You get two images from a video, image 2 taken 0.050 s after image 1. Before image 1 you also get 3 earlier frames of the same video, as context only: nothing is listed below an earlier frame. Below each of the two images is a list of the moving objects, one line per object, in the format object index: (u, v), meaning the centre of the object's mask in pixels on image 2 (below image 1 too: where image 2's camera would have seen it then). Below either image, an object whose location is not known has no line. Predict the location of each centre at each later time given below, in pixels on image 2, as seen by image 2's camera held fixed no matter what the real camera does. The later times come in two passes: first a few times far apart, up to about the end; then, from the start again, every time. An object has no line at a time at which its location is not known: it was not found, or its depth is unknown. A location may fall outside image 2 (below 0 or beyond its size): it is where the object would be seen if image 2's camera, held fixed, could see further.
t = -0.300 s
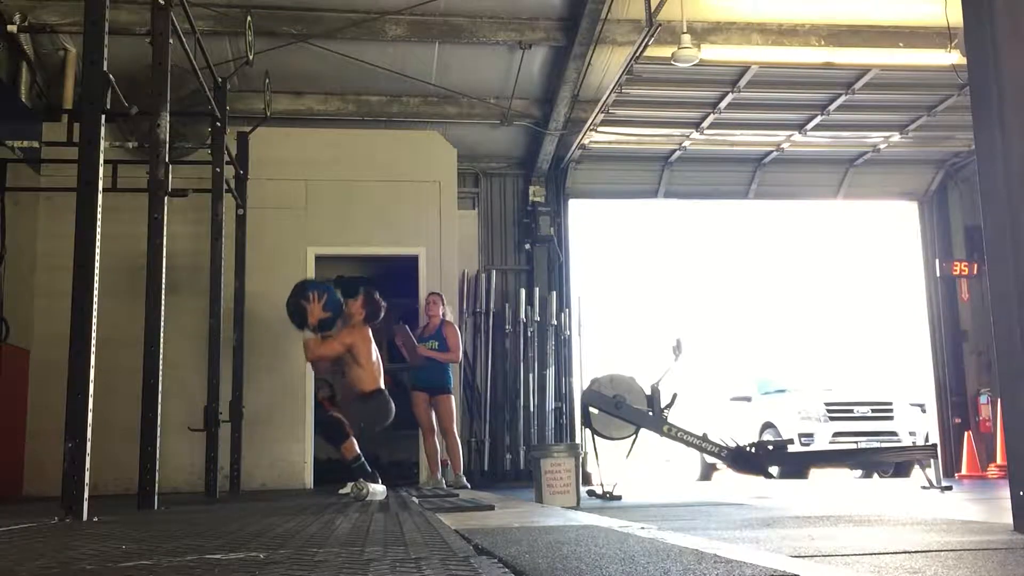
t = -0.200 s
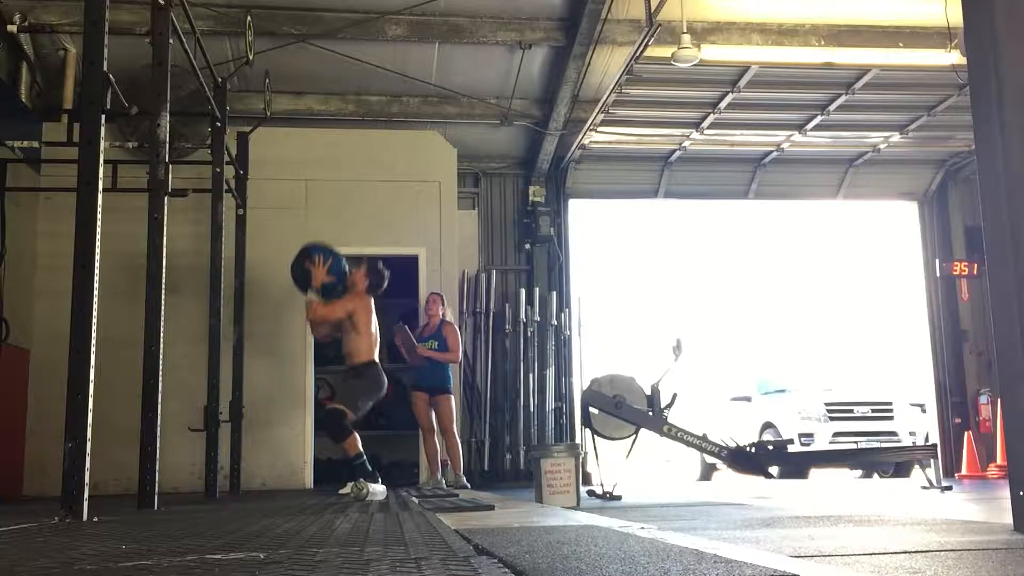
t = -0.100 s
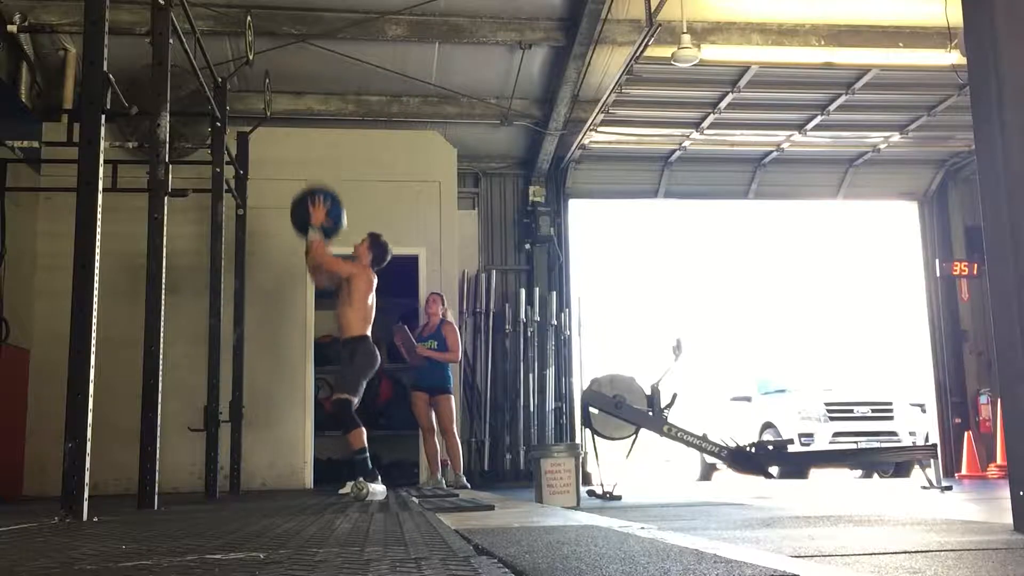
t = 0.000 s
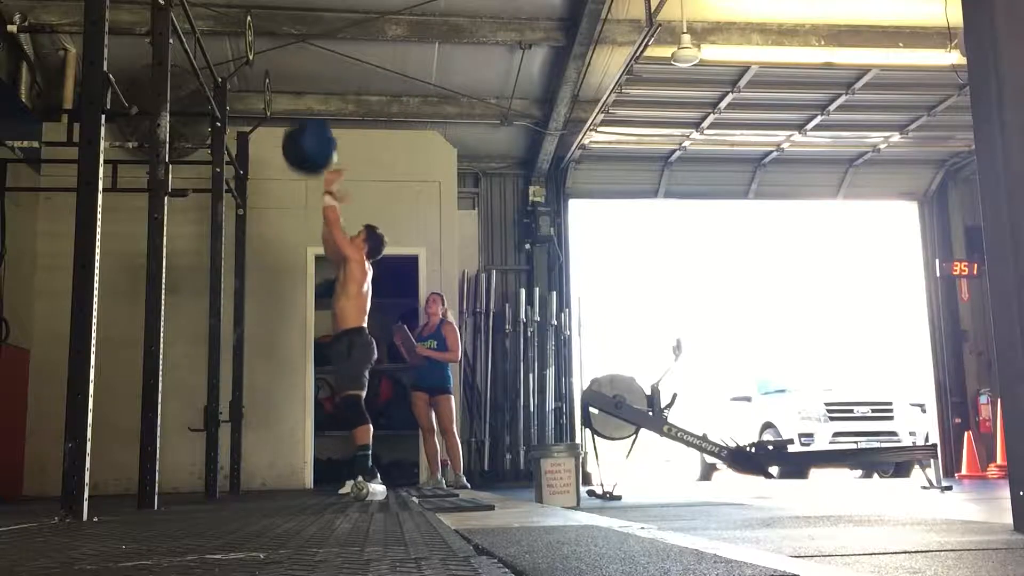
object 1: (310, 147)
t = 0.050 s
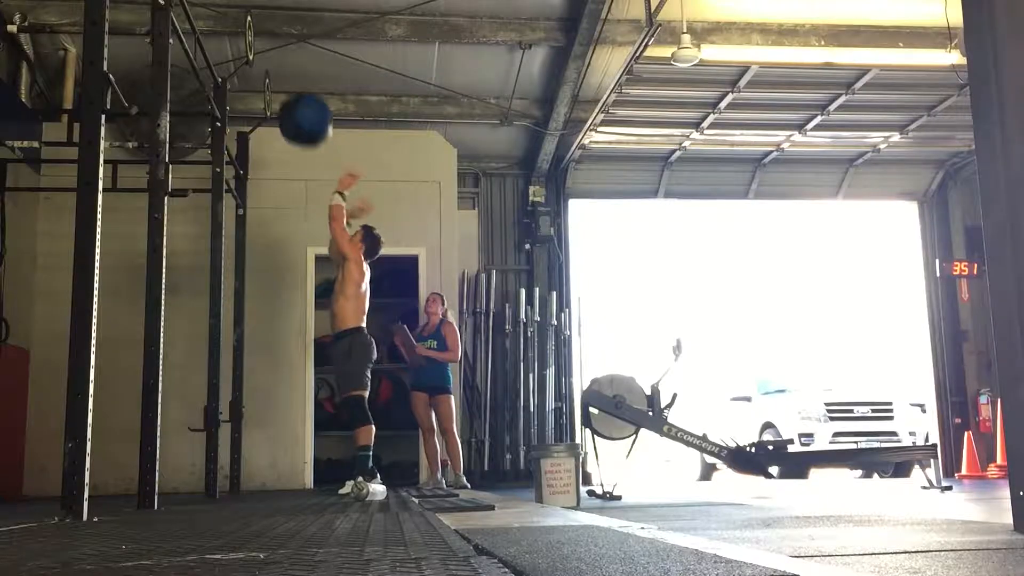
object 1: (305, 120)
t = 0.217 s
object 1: (290, 52)
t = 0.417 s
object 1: (275, 25)
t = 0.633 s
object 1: (284, 52)
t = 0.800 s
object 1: (294, 117)
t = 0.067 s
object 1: (304, 111)
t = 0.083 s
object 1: (302, 103)
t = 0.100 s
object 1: (300, 94)
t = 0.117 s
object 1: (299, 87)
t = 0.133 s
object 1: (298, 81)
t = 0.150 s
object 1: (296, 74)
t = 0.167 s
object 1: (295, 68)
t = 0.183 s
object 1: (293, 62)
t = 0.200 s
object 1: (292, 57)
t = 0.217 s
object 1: (290, 52)
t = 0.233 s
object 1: (289, 47)
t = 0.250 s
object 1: (288, 44)
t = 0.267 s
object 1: (286, 40)
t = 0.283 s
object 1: (285, 36)
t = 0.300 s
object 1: (283, 33)
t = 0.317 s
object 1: (282, 31)
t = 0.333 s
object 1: (280, 28)
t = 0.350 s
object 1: (279, 27)
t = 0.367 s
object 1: (278, 26)
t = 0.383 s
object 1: (276, 25)
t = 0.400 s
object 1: (275, 25)
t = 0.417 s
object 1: (275, 25)
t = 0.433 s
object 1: (275, 25)
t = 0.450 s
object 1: (275, 25)
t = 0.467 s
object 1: (276, 25)
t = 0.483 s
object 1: (276, 26)
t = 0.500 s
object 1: (277, 27)
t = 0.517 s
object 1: (278, 28)
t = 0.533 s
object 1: (280, 31)
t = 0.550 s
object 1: (280, 33)
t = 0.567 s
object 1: (281, 36)
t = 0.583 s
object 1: (282, 39)
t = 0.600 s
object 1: (283, 43)
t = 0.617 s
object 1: (283, 47)
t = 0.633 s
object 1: (284, 52)
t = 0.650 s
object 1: (285, 56)
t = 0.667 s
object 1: (287, 61)
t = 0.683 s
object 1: (288, 65)
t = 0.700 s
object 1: (289, 73)
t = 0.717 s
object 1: (289, 79)
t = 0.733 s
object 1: (290, 85)
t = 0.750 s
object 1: (291, 92)
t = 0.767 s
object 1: (293, 101)
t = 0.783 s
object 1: (294, 108)
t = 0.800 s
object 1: (294, 117)
